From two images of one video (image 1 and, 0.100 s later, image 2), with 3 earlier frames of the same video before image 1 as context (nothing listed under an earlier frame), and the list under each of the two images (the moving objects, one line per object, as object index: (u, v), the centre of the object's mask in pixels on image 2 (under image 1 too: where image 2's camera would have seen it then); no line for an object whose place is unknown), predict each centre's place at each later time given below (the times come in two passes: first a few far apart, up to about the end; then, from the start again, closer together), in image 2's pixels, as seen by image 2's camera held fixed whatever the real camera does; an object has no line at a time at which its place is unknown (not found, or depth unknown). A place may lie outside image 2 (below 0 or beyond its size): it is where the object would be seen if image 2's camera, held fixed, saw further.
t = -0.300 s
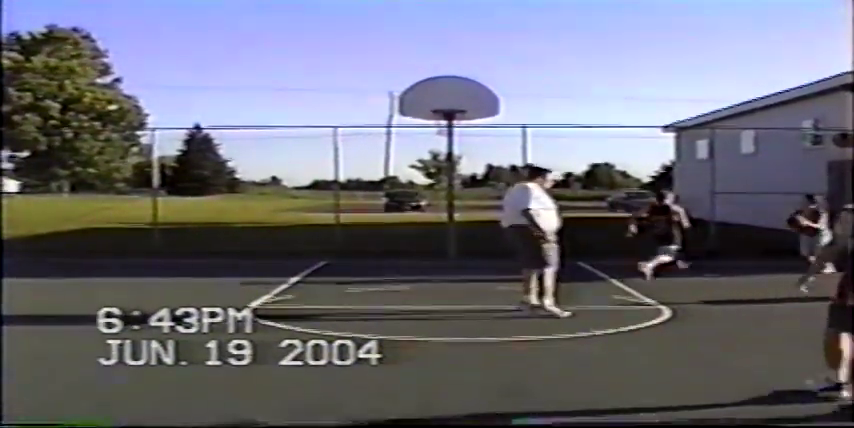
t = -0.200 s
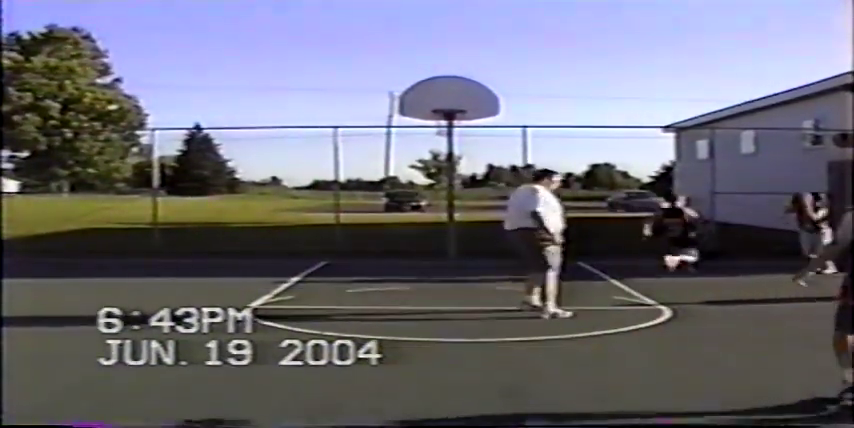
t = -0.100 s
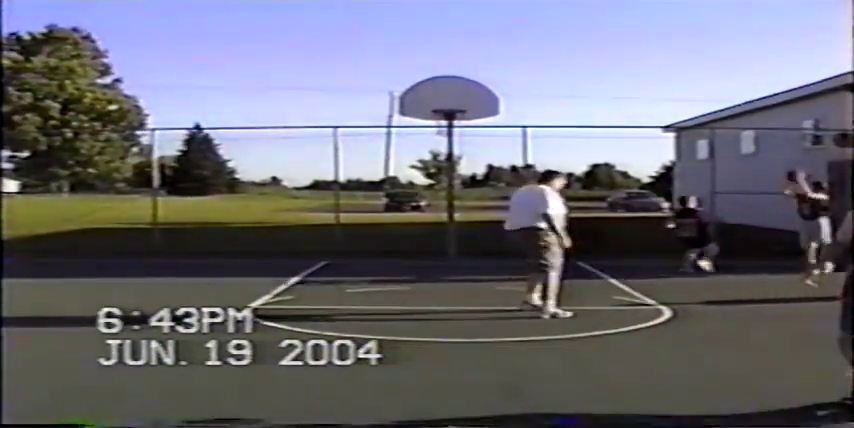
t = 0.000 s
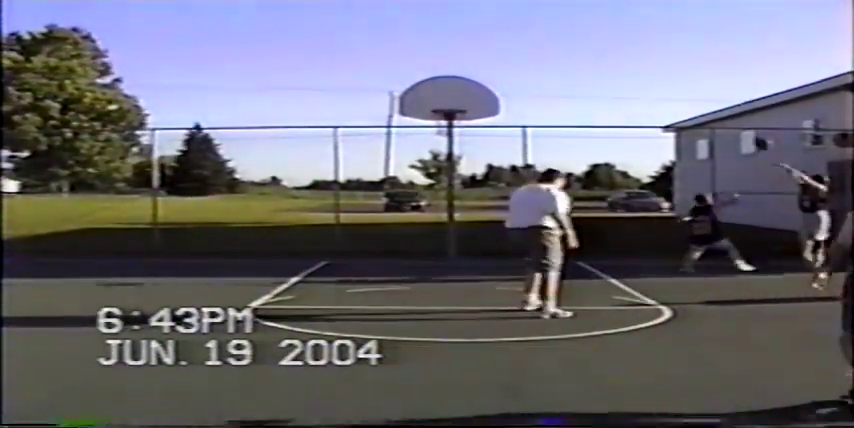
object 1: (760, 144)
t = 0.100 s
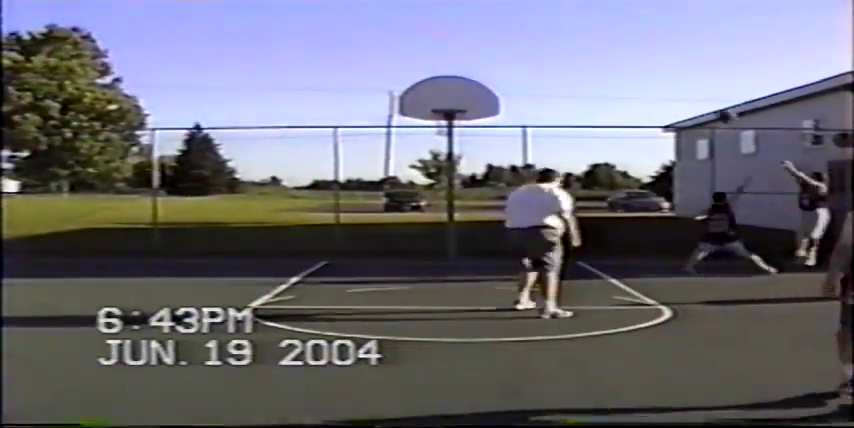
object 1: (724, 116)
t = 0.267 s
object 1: (664, 84)
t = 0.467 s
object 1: (594, 66)
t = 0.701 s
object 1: (515, 72)
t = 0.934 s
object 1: (439, 106)
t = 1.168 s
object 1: (412, 74)
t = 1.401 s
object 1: (384, 68)
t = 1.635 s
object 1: (356, 89)
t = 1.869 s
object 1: (331, 136)
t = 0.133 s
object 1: (712, 108)
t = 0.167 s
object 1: (700, 101)
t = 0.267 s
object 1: (664, 84)
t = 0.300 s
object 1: (653, 79)
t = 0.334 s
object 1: (641, 76)
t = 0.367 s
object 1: (629, 73)
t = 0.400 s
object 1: (617, 70)
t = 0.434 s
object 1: (605, 68)
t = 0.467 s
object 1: (594, 66)
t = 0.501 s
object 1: (582, 66)
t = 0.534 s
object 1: (571, 65)
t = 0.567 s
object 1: (560, 65)
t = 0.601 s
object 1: (549, 66)
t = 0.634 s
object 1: (537, 68)
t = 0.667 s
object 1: (526, 70)
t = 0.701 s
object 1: (515, 72)
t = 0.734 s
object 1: (504, 75)
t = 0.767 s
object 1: (493, 79)
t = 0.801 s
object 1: (483, 83)
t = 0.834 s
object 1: (472, 87)
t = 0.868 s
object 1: (461, 94)
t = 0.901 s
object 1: (450, 99)
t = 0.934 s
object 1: (439, 106)
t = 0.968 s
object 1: (435, 103)
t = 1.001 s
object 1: (432, 96)
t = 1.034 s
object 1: (429, 90)
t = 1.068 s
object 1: (424, 86)
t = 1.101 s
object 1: (420, 81)
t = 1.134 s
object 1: (416, 78)
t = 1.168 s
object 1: (412, 74)
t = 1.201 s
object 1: (408, 72)
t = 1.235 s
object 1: (403, 70)
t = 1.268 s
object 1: (400, 69)
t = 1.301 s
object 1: (396, 68)
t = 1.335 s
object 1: (392, 67)
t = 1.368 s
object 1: (388, 67)
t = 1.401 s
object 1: (384, 68)
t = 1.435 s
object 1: (380, 70)
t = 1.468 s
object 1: (376, 71)
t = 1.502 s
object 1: (372, 73)
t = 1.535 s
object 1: (368, 77)
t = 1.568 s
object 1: (365, 80)
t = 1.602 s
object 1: (360, 84)
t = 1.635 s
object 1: (356, 89)
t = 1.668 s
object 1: (353, 94)
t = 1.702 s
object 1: (349, 100)
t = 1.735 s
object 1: (345, 106)
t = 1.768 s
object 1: (341, 113)
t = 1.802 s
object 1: (337, 120)
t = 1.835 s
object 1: (335, 128)
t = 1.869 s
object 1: (331, 136)
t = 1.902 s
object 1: (328, 145)
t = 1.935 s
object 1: (324, 155)
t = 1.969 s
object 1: (320, 165)
